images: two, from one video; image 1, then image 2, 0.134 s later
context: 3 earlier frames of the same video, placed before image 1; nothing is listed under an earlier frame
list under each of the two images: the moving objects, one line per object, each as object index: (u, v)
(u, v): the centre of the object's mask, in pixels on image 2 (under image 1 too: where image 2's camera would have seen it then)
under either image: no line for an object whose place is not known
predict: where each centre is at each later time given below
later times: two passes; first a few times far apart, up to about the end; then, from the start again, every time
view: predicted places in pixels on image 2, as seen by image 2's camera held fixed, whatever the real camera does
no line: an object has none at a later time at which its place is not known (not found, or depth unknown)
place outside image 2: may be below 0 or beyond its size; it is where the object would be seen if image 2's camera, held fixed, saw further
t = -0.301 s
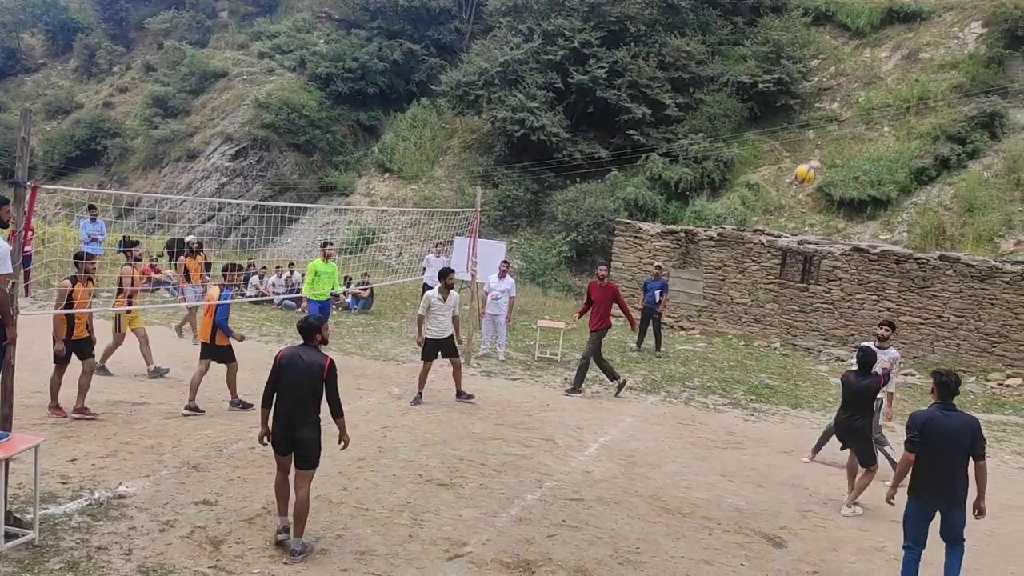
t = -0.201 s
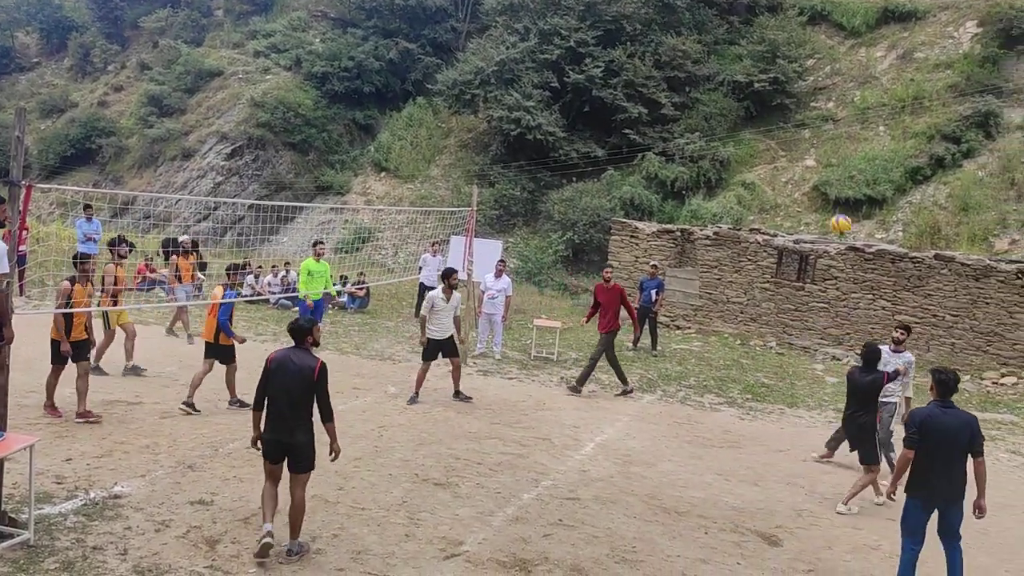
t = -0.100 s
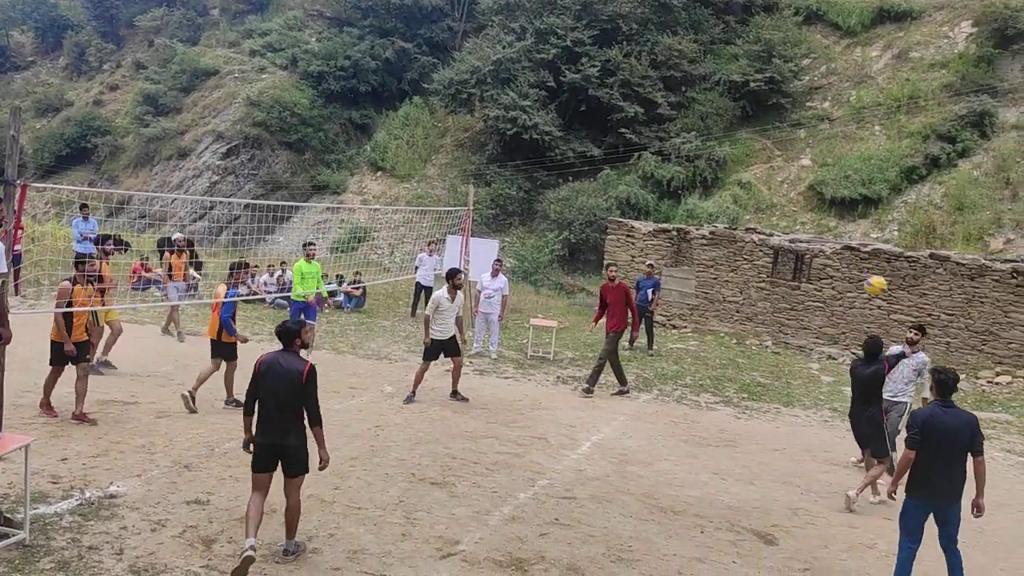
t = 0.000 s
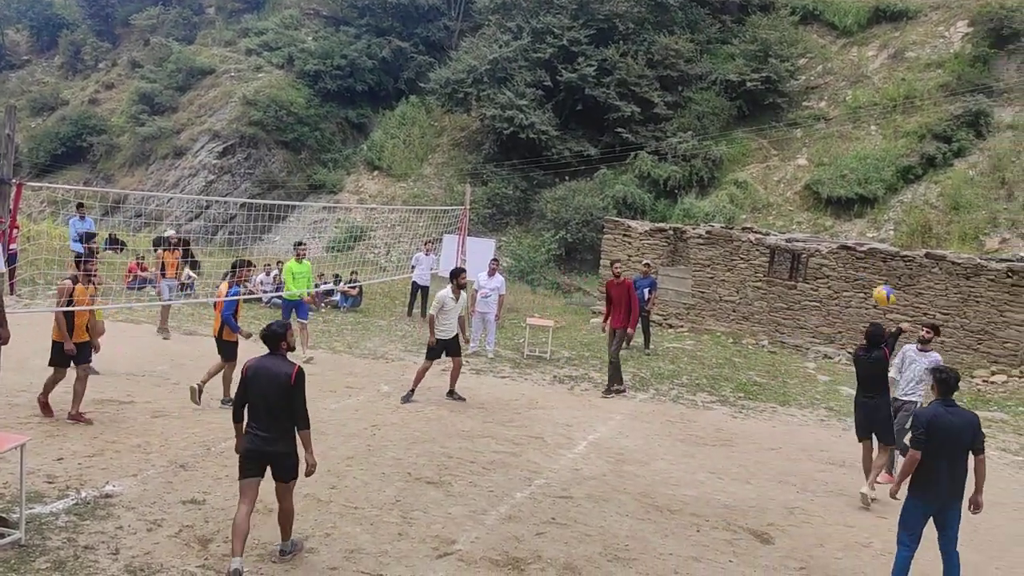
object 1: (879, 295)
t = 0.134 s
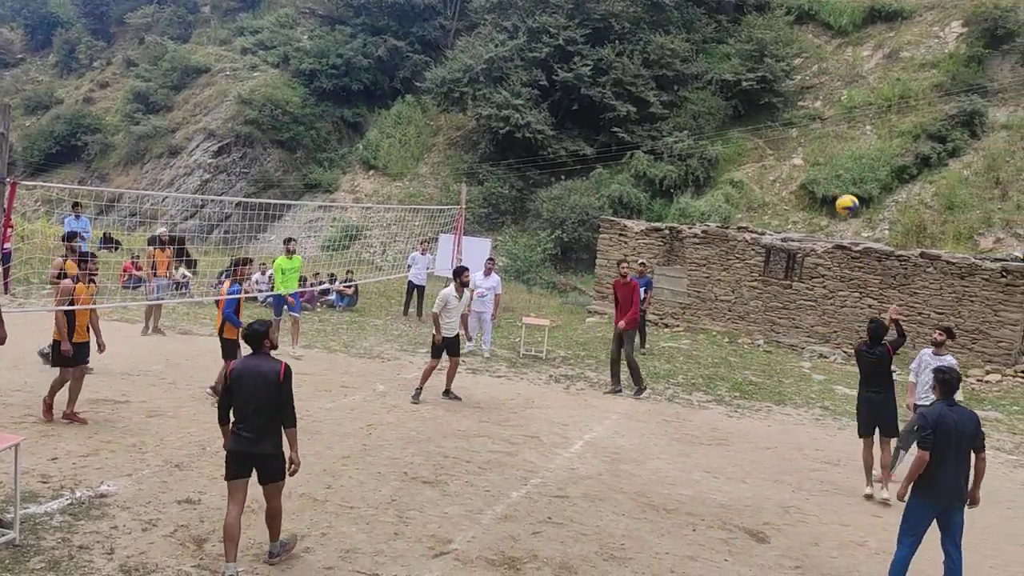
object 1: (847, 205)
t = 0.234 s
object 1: (821, 148)
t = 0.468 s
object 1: (756, 54)
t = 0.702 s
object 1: (687, 14)
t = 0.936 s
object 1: (612, 29)
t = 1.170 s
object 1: (535, 99)
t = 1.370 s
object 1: (469, 198)
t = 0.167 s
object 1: (839, 185)
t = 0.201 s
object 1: (830, 166)
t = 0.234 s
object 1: (821, 148)
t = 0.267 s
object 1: (813, 131)
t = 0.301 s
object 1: (804, 116)
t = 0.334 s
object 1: (794, 100)
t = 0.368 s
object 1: (785, 88)
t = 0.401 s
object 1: (776, 76)
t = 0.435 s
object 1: (765, 64)
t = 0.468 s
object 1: (756, 54)
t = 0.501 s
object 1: (747, 45)
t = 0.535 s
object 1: (736, 37)
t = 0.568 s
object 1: (727, 30)
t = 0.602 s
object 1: (717, 24)
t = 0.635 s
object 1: (707, 19)
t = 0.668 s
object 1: (697, 16)
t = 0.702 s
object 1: (687, 14)
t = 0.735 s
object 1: (677, 12)
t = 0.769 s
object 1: (666, 12)
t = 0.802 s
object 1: (655, 14)
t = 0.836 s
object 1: (645, 16)
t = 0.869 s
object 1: (634, 19)
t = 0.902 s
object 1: (623, 24)
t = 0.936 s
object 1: (612, 29)
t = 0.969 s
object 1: (601, 36)
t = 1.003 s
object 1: (590, 43)
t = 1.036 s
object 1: (578, 52)
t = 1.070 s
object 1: (568, 62)
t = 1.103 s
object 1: (557, 73)
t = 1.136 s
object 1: (546, 86)
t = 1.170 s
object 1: (535, 99)
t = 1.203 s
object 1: (524, 113)
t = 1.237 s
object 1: (513, 128)
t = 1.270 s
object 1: (501, 145)
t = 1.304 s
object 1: (491, 161)
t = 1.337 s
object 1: (480, 180)
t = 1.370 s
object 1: (469, 198)
